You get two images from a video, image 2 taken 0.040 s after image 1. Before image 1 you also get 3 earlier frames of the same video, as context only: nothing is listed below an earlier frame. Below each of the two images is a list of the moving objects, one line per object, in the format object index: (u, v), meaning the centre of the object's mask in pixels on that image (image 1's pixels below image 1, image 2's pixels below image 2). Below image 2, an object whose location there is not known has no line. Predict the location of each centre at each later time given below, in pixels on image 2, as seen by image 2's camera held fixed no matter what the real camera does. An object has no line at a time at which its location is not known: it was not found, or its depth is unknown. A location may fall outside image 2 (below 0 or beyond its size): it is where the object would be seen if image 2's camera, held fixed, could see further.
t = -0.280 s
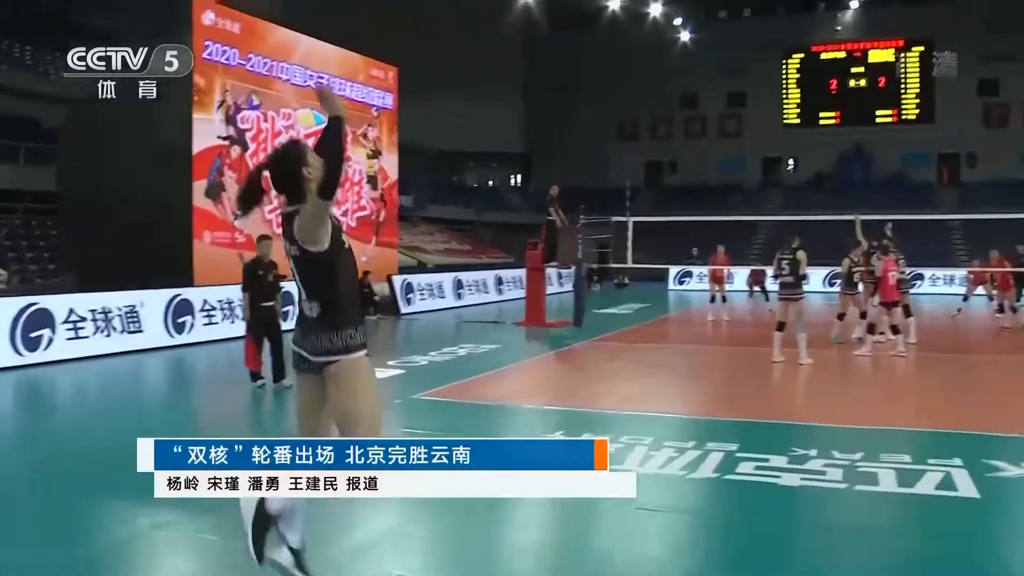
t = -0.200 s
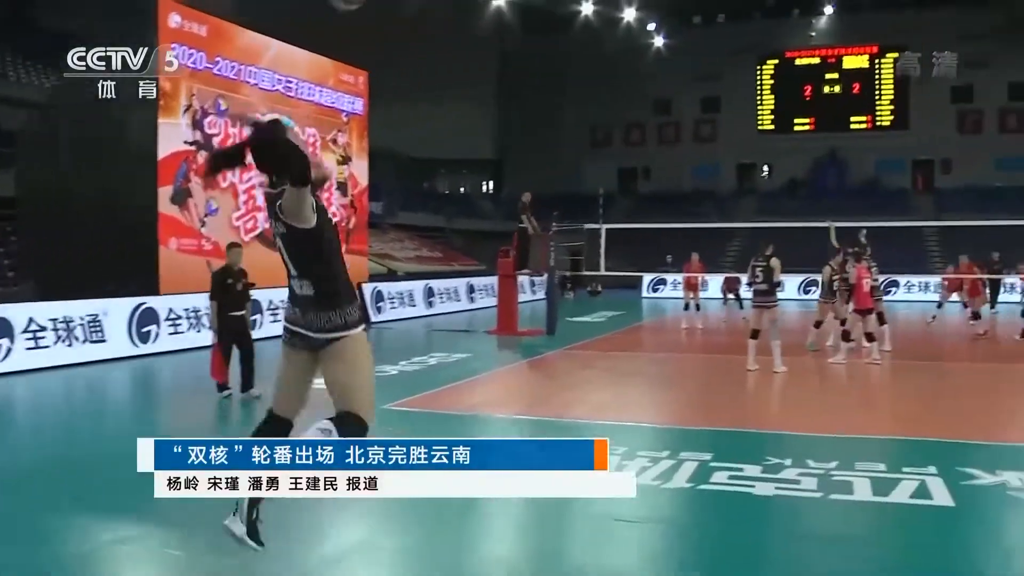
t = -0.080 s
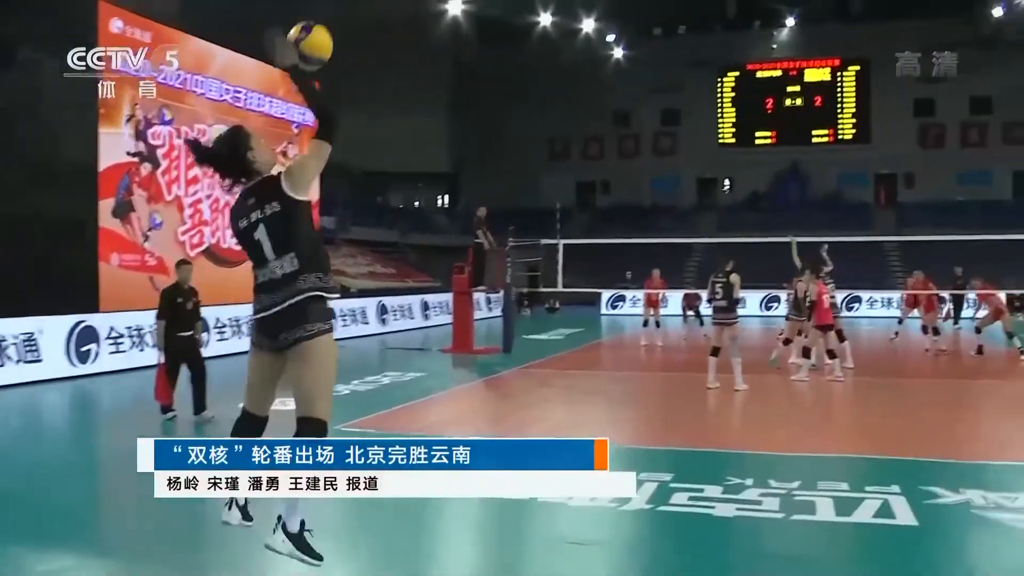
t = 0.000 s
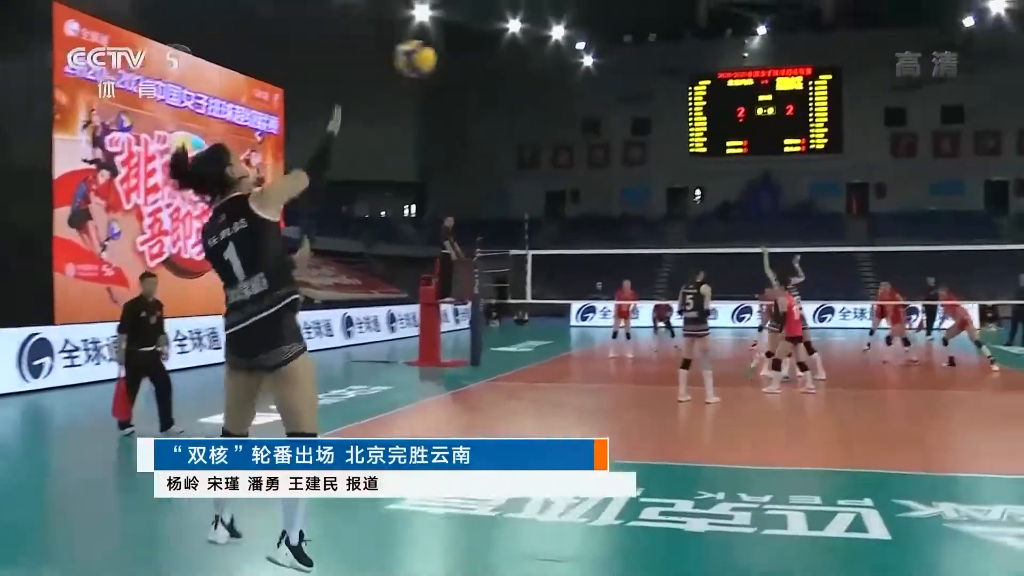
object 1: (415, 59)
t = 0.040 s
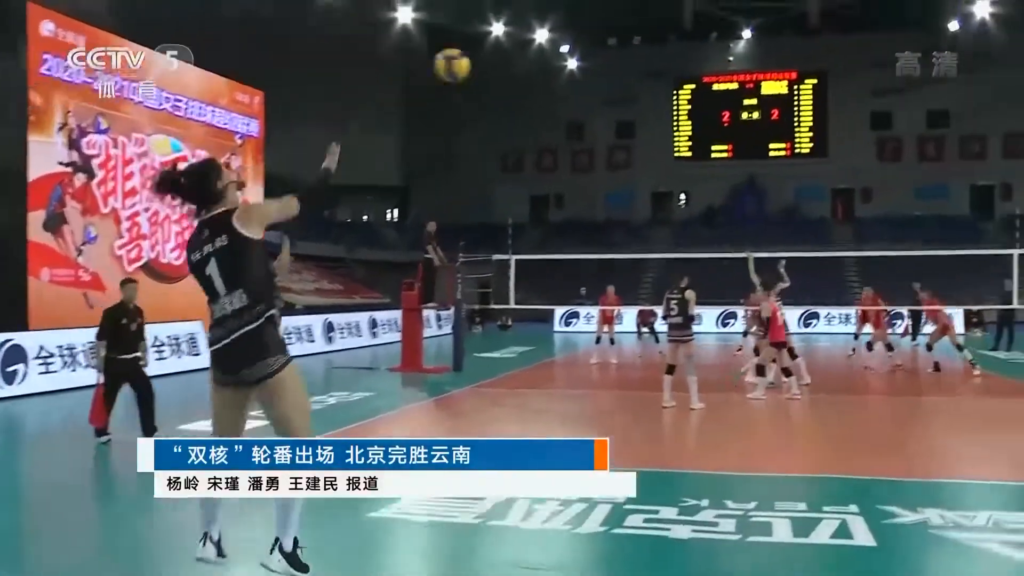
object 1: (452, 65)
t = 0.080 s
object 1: (492, 69)
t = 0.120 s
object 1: (524, 75)
